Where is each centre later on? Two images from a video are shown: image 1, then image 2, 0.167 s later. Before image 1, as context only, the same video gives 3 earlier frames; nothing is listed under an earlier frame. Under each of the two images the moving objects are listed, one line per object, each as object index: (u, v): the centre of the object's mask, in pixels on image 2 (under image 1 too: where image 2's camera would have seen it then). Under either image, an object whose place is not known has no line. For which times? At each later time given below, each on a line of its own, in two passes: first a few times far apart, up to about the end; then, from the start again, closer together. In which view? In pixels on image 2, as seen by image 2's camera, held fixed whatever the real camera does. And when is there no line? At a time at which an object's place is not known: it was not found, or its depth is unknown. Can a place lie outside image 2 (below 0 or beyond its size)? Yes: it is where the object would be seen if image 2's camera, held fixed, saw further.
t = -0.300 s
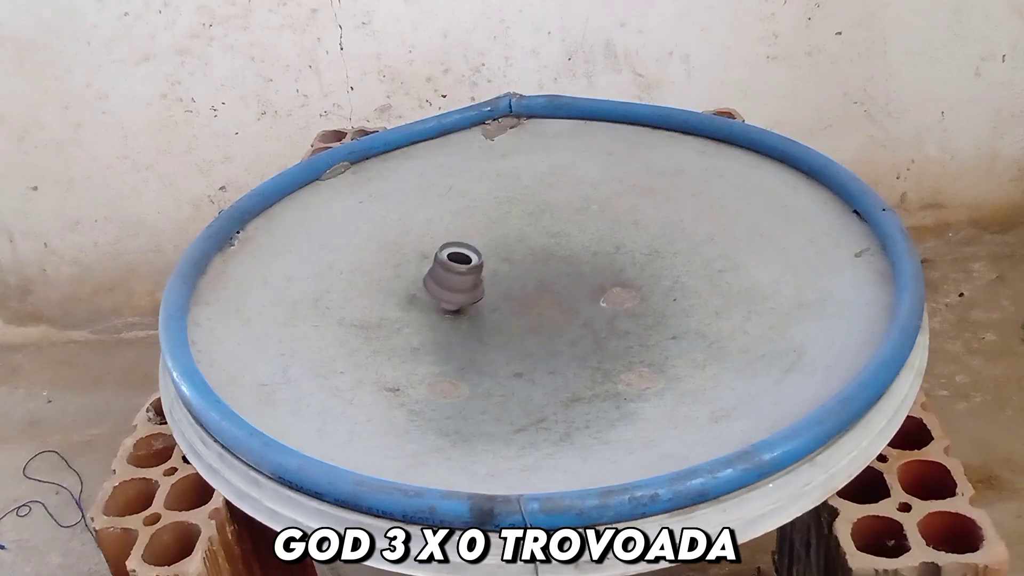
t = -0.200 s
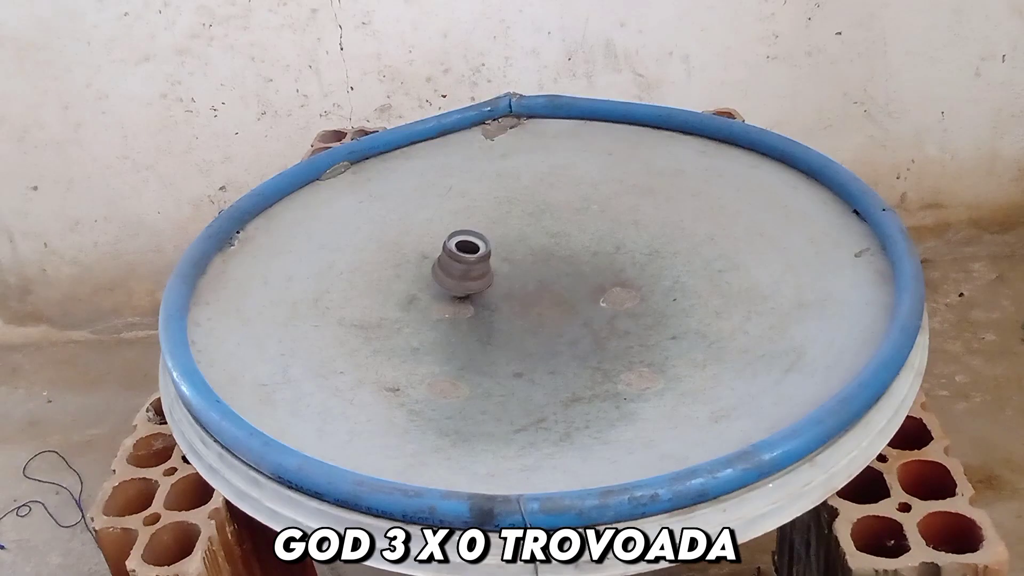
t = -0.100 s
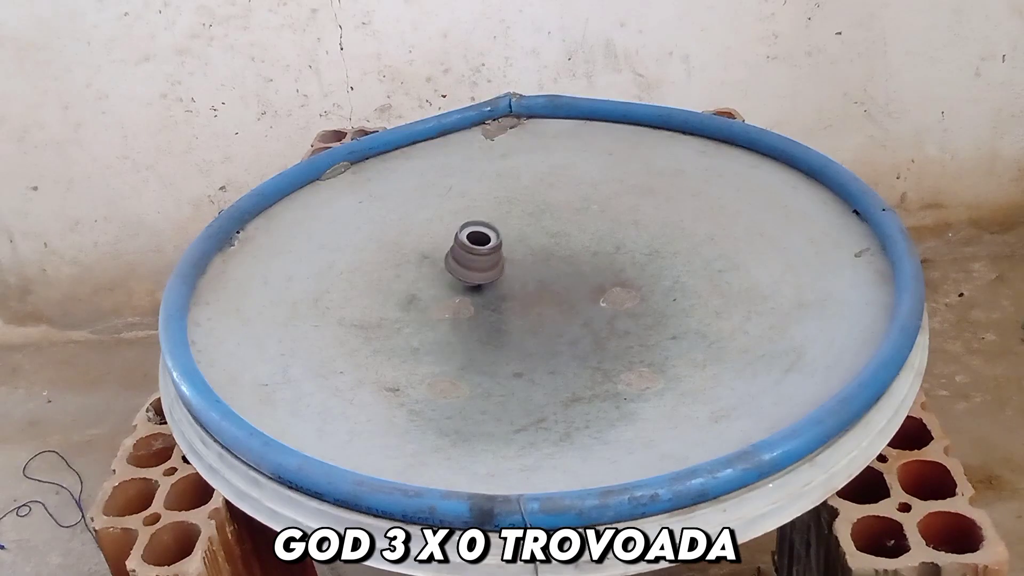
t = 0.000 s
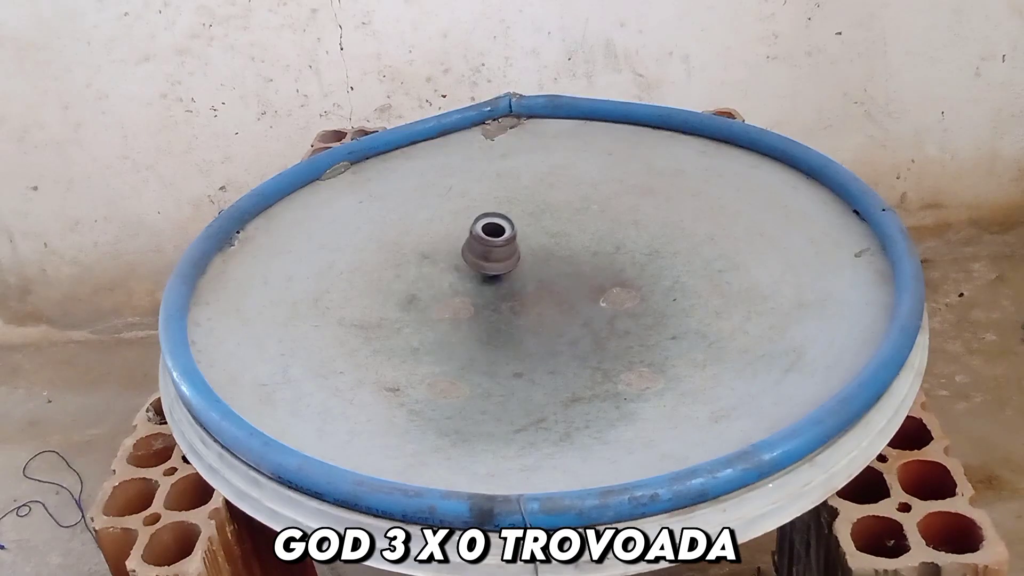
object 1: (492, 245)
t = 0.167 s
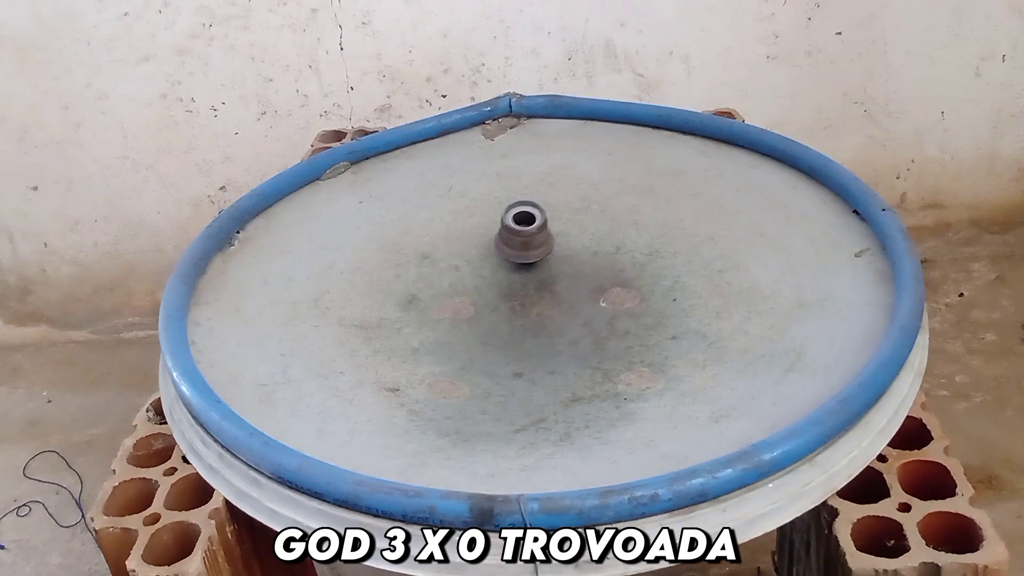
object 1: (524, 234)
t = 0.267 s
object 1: (545, 229)
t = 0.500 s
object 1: (590, 227)
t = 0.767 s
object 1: (630, 240)
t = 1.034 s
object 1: (640, 268)
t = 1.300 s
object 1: (610, 299)
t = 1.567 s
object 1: (550, 318)
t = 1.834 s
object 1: (488, 317)
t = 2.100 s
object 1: (448, 297)
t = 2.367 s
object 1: (445, 271)
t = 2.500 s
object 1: (459, 259)
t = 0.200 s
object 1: (531, 232)
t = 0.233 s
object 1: (538, 230)
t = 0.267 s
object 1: (545, 229)
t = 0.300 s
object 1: (552, 228)
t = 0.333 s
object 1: (558, 227)
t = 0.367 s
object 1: (564, 226)
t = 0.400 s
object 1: (571, 226)
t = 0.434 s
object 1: (577, 226)
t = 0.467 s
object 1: (584, 226)
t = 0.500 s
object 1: (590, 227)
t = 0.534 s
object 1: (596, 228)
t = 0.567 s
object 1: (602, 229)
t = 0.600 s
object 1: (608, 230)
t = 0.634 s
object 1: (613, 232)
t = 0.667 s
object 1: (618, 234)
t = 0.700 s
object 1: (622, 236)
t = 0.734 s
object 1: (627, 238)
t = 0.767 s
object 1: (630, 240)
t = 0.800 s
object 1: (634, 243)
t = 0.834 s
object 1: (636, 246)
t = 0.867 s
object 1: (638, 250)
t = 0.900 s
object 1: (640, 253)
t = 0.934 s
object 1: (641, 257)
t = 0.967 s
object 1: (641, 260)
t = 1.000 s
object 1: (641, 264)
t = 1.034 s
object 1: (640, 268)
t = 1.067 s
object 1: (638, 272)
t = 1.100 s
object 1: (636, 276)
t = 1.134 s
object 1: (633, 280)
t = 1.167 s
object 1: (629, 283)
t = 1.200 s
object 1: (625, 287)
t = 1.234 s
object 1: (621, 291)
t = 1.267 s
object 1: (616, 295)
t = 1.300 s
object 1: (610, 299)
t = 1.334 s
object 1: (603, 302)
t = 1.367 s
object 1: (596, 306)
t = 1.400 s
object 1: (589, 309)
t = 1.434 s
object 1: (582, 310)
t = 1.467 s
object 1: (574, 313)
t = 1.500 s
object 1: (566, 314)
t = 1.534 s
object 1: (558, 316)
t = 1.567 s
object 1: (550, 318)
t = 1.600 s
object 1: (542, 319)
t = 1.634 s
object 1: (533, 320)
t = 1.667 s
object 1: (525, 321)
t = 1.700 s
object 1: (517, 321)
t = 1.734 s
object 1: (510, 321)
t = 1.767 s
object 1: (502, 320)
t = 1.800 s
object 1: (495, 318)
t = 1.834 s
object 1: (488, 317)
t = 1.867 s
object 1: (482, 315)
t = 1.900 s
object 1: (475, 313)
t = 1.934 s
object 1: (469, 312)
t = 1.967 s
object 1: (464, 309)
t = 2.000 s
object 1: (459, 306)
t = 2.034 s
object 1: (455, 304)
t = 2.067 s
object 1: (451, 300)
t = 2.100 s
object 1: (448, 297)
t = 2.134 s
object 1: (446, 294)
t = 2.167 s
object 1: (444, 290)
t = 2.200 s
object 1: (443, 287)
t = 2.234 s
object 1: (442, 284)
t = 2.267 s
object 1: (441, 281)
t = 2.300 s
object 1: (442, 277)
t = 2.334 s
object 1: (443, 274)
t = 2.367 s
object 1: (445, 271)
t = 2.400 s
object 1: (448, 267)
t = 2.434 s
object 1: (451, 264)
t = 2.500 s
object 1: (459, 259)
